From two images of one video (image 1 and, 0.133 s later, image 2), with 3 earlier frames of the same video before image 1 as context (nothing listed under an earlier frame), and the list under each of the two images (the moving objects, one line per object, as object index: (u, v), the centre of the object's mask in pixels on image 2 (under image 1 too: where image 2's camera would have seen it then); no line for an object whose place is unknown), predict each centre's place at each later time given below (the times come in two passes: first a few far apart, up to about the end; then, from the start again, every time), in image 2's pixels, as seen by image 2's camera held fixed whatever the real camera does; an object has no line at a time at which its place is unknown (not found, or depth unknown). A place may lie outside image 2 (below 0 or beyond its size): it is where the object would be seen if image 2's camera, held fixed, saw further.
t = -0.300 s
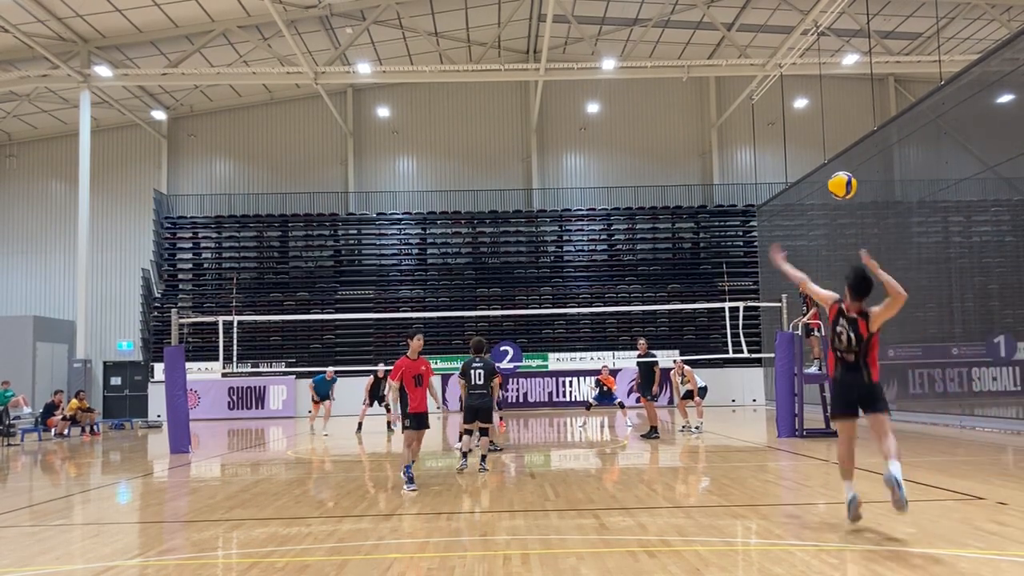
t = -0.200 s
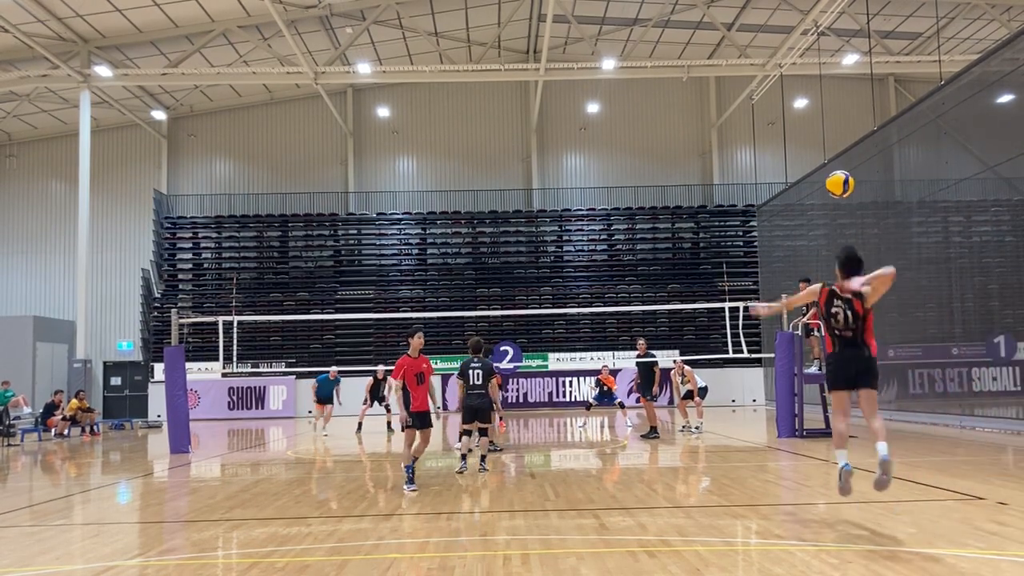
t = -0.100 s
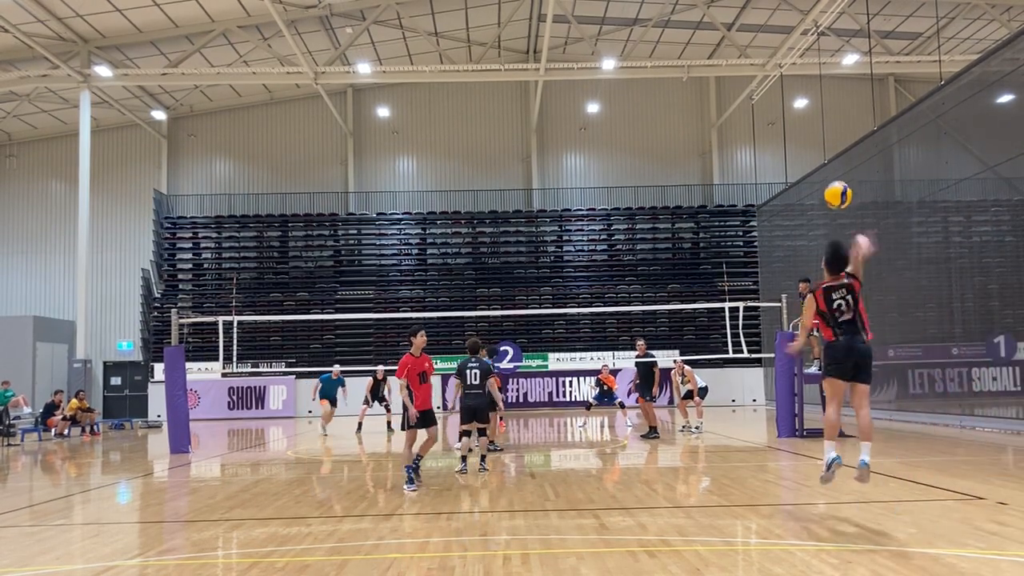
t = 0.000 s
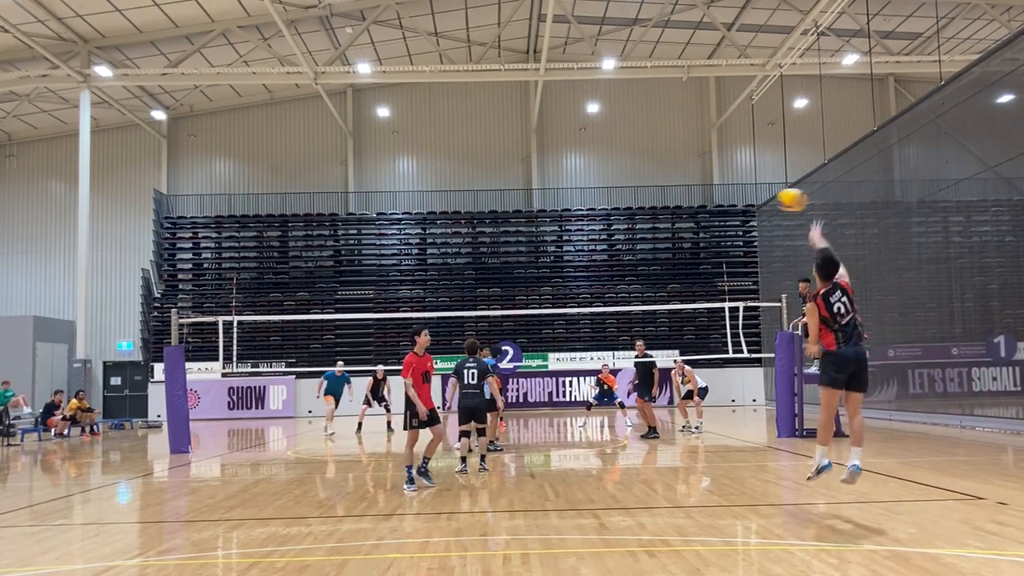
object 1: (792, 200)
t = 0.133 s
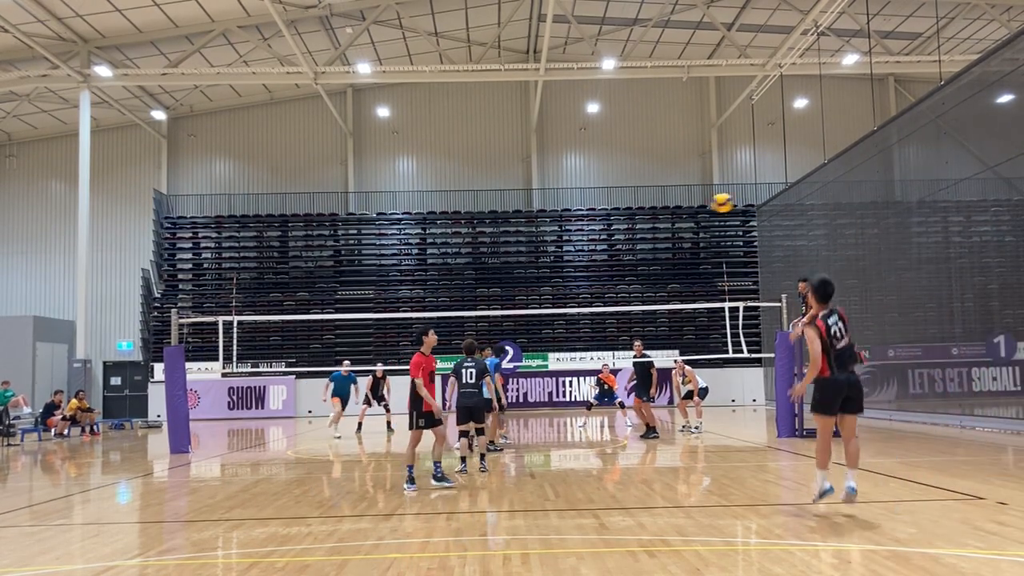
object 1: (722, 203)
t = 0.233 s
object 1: (688, 210)
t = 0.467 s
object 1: (633, 237)
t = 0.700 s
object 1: (597, 274)
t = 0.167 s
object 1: (709, 205)
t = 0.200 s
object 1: (698, 208)
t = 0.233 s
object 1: (688, 210)
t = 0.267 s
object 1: (678, 214)
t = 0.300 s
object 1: (669, 219)
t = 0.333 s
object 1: (661, 221)
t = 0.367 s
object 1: (653, 225)
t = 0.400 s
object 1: (646, 229)
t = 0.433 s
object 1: (639, 233)
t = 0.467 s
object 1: (633, 237)
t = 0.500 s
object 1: (627, 243)
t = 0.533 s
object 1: (621, 247)
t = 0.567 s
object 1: (616, 253)
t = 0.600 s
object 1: (611, 257)
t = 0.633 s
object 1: (606, 263)
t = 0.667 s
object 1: (601, 268)
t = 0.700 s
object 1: (597, 274)
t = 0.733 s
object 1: (593, 279)
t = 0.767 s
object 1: (589, 285)
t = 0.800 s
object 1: (585, 290)
